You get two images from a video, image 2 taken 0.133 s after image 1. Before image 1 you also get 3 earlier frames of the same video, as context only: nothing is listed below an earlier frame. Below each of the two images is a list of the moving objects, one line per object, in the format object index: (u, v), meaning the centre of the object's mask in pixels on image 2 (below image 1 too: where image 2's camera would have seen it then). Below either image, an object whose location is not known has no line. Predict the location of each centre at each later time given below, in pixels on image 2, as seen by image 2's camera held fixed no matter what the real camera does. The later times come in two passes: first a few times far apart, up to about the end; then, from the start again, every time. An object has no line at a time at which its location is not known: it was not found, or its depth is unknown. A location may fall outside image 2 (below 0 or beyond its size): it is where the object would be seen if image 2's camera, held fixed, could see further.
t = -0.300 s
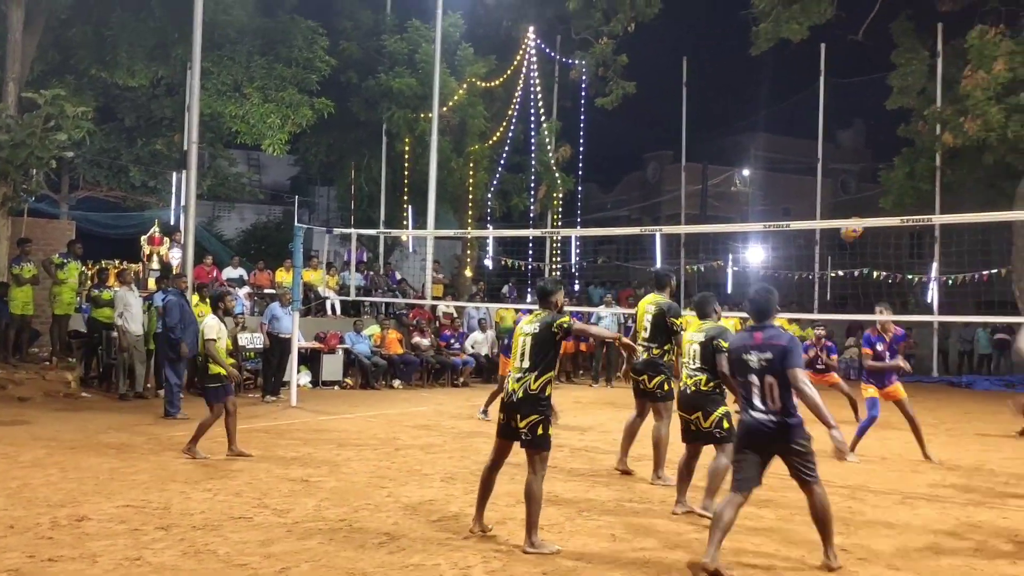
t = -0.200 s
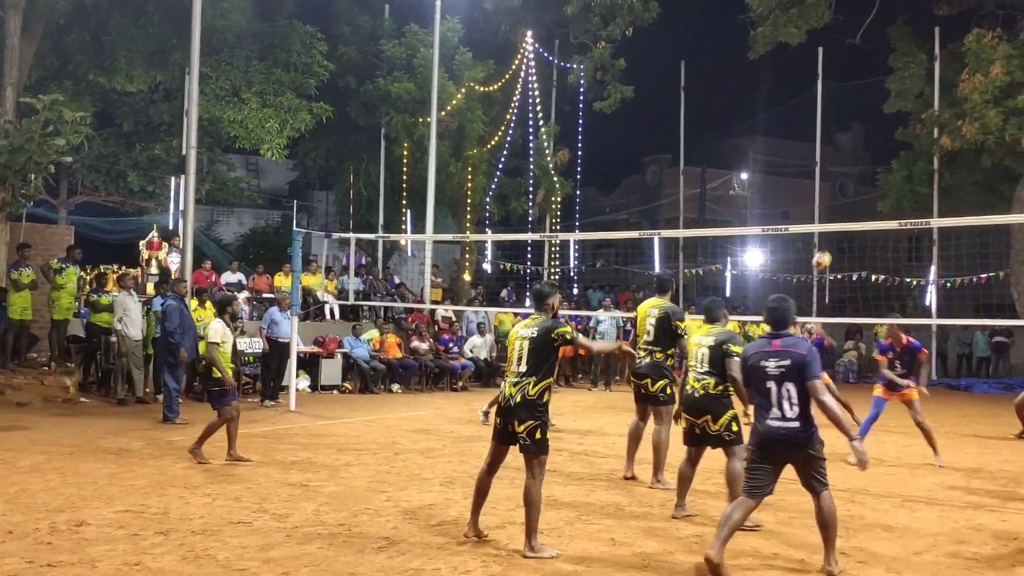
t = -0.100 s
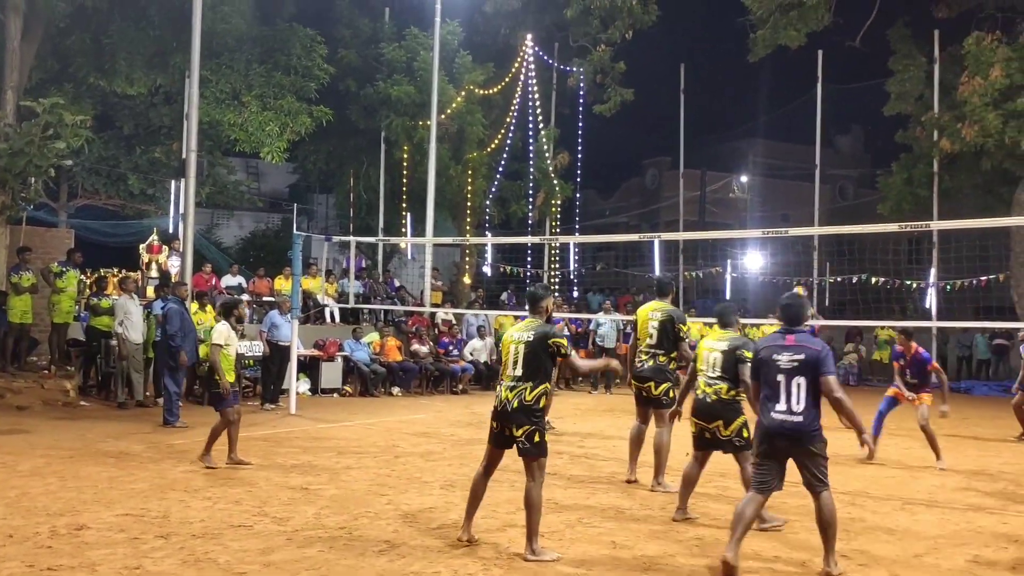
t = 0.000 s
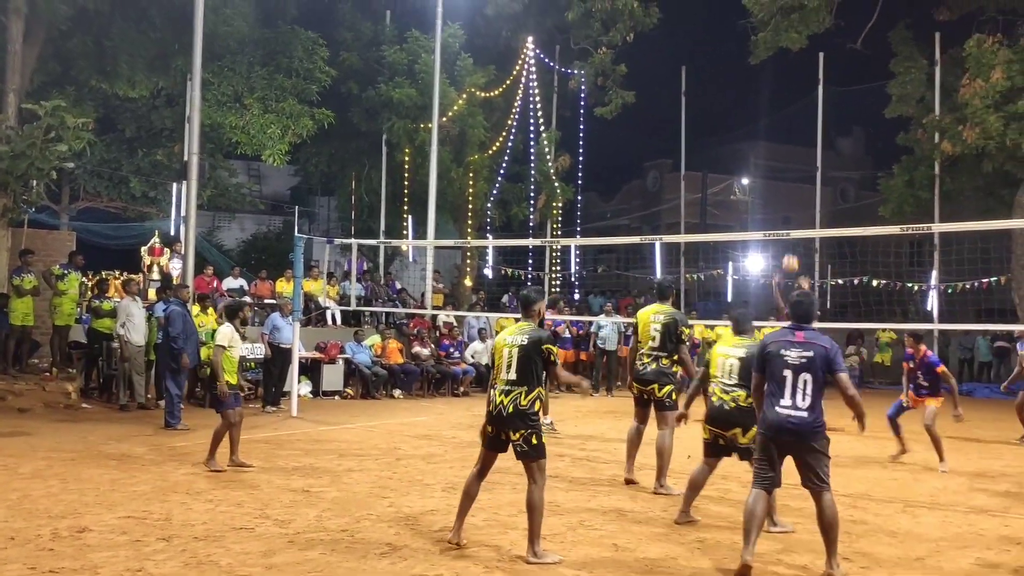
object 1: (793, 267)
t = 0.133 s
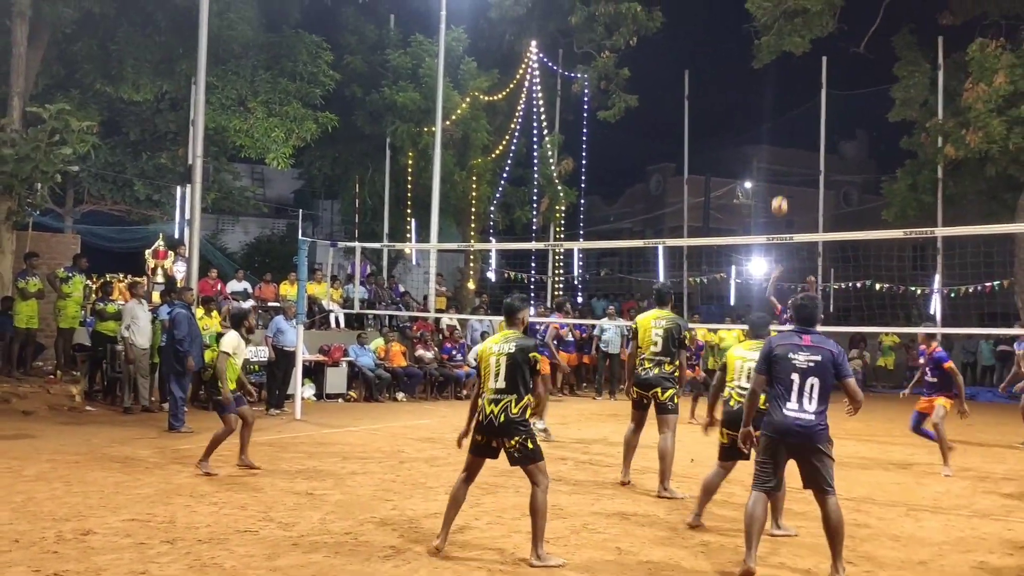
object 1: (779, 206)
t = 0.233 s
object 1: (770, 167)
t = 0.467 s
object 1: (746, 100)
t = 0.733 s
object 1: (715, 65)
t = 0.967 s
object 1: (689, 79)
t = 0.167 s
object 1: (776, 192)
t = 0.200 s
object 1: (773, 179)
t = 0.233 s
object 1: (770, 167)
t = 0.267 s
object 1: (766, 155)
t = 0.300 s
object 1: (763, 144)
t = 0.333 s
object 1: (760, 134)
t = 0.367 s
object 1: (757, 125)
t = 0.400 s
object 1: (753, 116)
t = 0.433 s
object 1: (750, 108)
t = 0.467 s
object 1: (746, 100)
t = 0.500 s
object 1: (743, 93)
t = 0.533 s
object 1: (740, 87)
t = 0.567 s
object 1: (736, 82)
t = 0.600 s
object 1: (733, 77)
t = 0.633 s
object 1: (729, 73)
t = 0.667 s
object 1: (726, 70)
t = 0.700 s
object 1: (719, 66)
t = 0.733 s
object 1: (715, 65)
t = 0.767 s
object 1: (711, 65)
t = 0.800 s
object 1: (708, 65)
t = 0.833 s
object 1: (704, 67)
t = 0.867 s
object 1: (700, 68)
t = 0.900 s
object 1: (696, 71)
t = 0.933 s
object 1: (693, 75)
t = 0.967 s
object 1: (689, 79)
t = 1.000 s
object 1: (685, 85)
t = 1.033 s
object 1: (681, 92)
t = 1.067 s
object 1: (677, 98)
